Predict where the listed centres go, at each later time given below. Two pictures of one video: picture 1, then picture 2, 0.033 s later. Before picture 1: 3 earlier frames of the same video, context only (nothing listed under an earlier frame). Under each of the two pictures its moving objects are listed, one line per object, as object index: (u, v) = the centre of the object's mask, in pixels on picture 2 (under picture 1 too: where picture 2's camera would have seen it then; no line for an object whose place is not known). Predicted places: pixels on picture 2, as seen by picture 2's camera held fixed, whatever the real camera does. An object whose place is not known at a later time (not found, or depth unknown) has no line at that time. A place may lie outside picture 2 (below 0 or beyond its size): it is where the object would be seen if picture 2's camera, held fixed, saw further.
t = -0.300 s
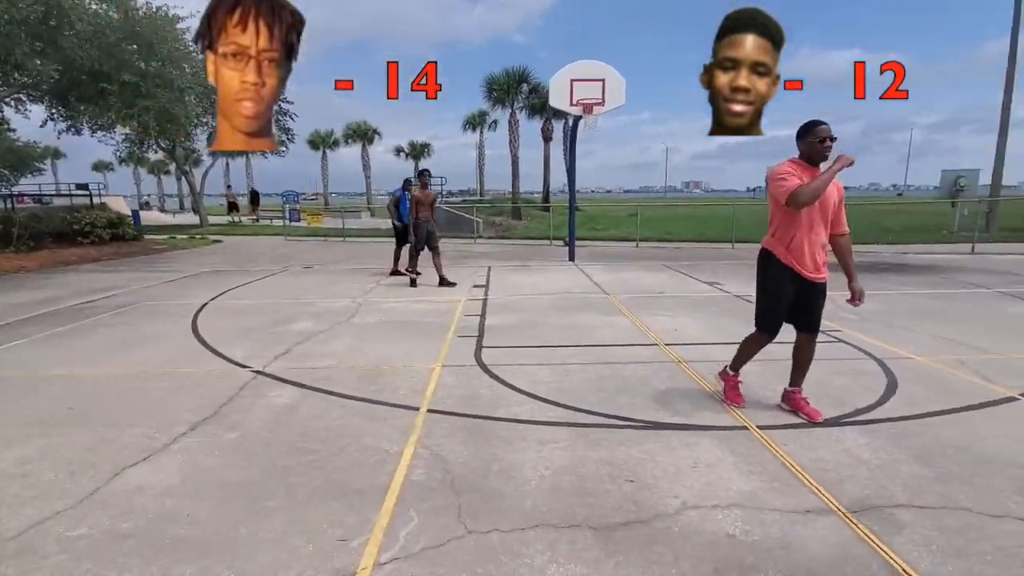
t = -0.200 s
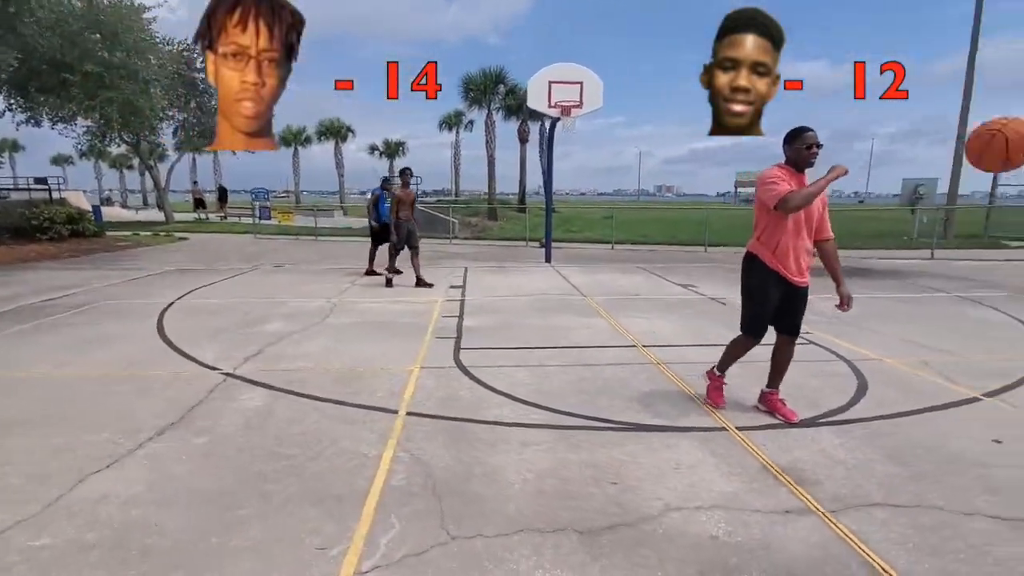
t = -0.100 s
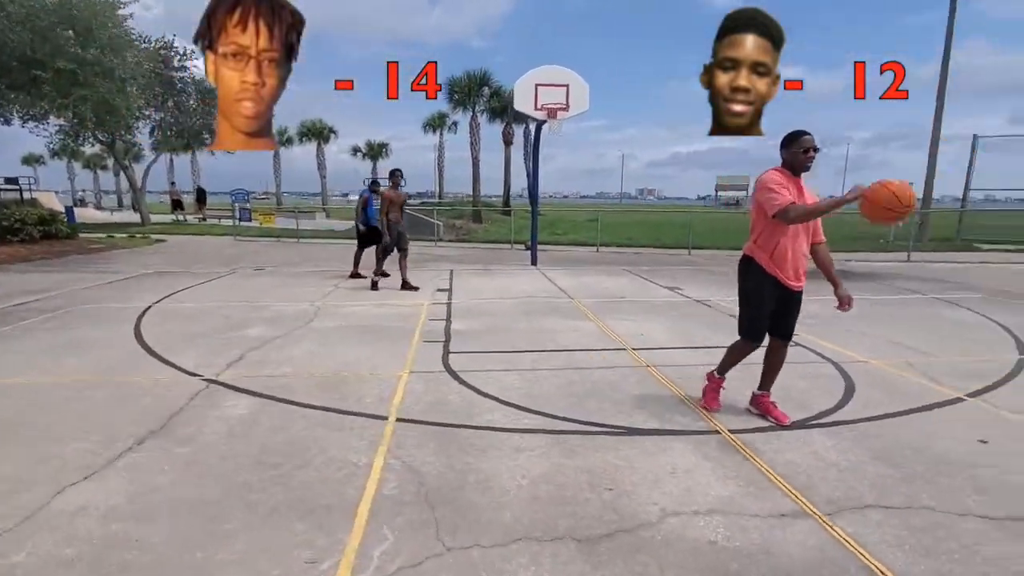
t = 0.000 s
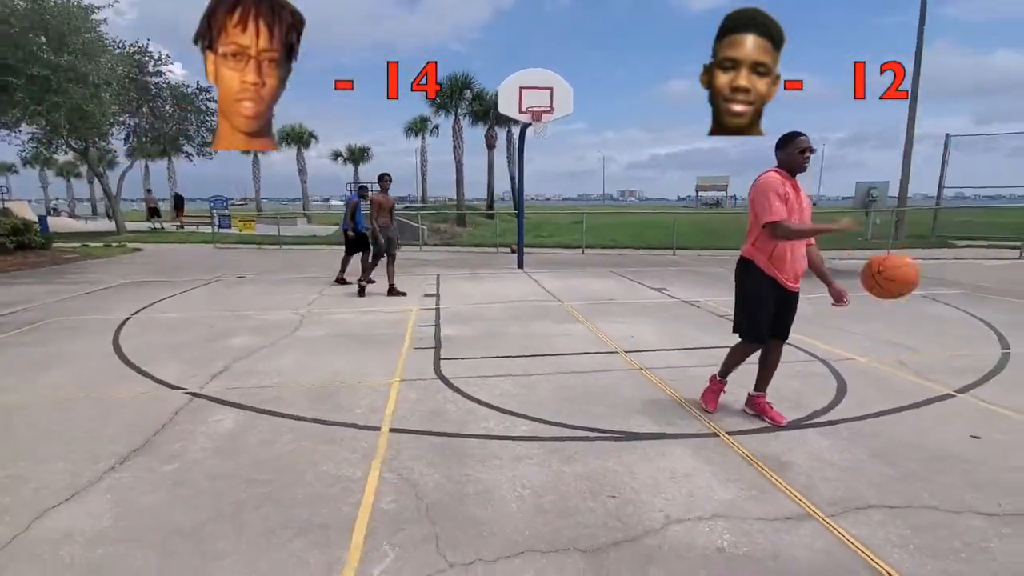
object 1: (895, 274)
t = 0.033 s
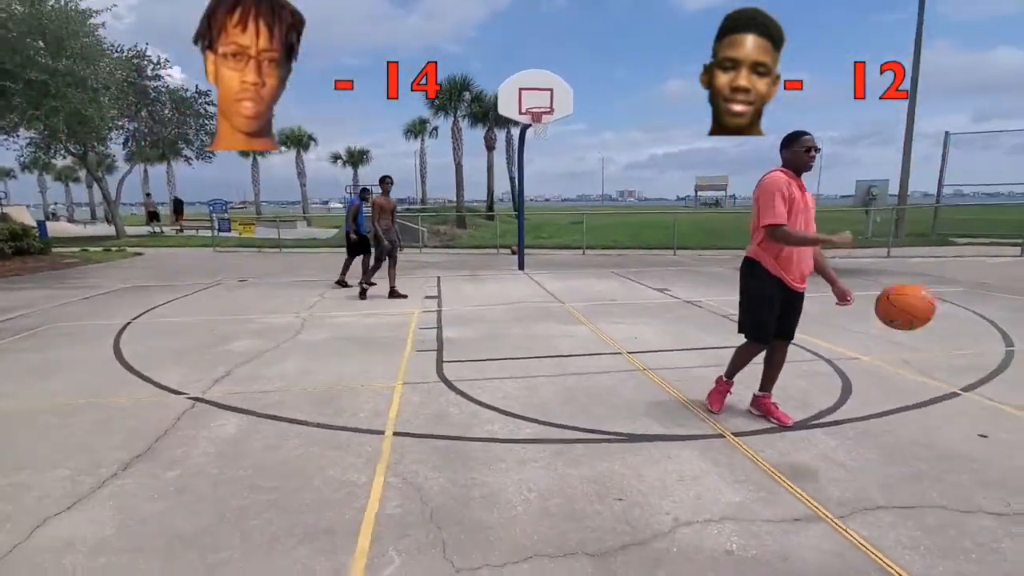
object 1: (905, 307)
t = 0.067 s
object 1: (915, 342)
